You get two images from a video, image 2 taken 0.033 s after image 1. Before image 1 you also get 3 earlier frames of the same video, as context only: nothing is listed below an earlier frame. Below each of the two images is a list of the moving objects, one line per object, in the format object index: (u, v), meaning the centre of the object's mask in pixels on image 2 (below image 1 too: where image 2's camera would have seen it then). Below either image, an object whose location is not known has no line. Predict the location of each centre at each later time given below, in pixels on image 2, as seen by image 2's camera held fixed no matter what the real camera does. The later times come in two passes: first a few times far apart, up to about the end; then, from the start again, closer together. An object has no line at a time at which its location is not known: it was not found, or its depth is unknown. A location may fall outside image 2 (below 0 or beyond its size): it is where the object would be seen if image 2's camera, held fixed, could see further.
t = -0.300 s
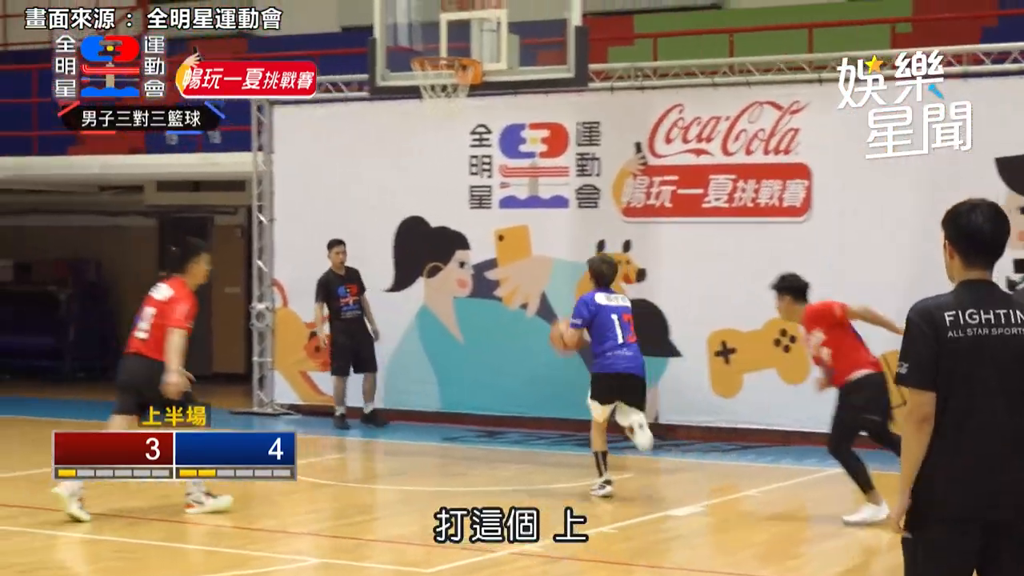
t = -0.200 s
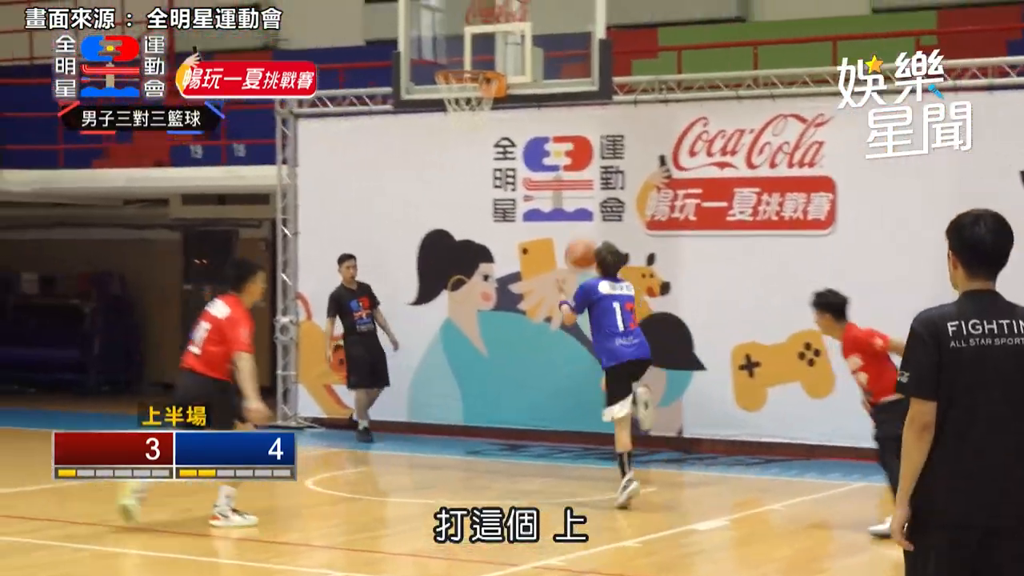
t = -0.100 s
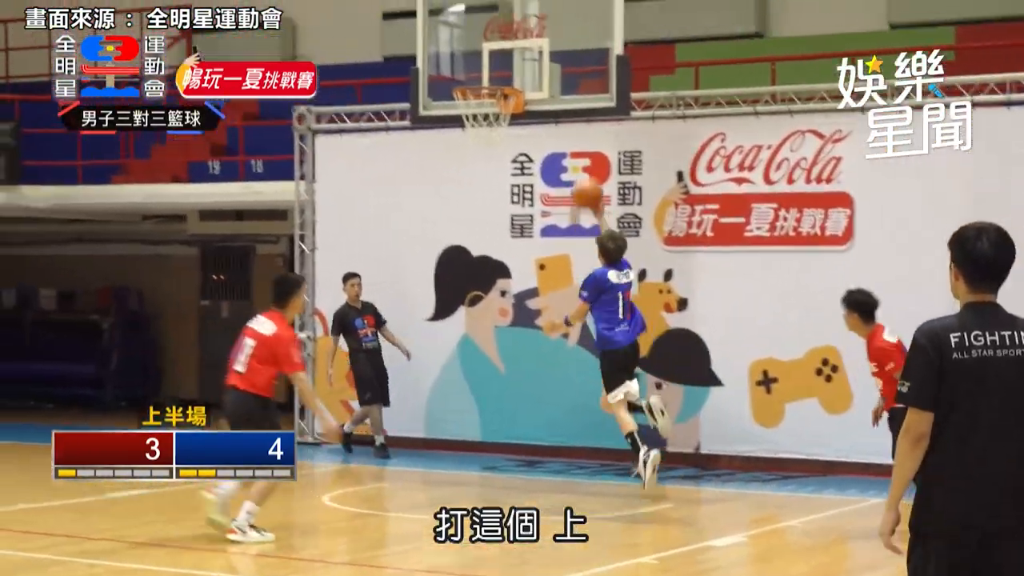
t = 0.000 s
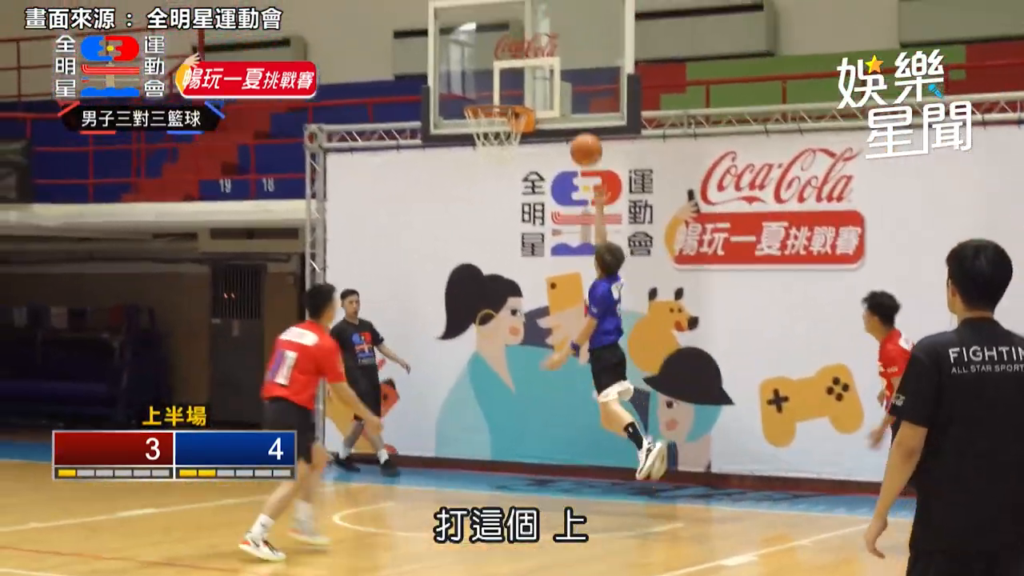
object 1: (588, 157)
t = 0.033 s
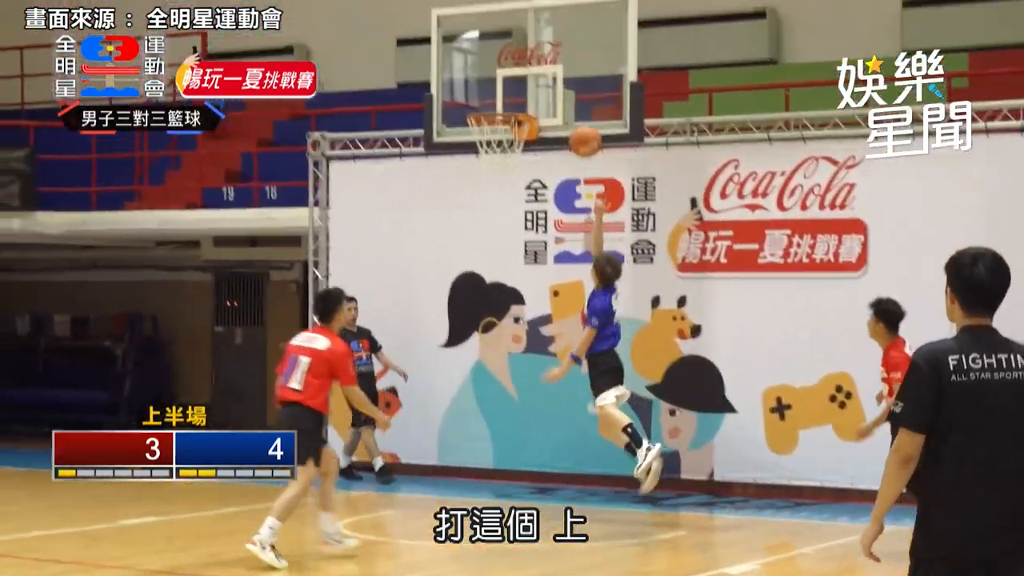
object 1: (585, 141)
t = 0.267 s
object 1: (559, 64)
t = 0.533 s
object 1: (519, 51)
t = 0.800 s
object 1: (486, 98)
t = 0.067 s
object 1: (581, 125)
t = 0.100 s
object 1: (578, 111)
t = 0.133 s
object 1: (574, 99)
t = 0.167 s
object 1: (570, 89)
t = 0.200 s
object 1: (566, 79)
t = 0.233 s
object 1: (563, 71)
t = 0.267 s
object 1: (559, 64)
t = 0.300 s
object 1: (555, 59)
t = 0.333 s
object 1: (552, 56)
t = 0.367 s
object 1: (548, 53)
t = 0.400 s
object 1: (542, 49)
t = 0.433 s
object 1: (536, 48)
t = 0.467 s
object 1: (530, 46)
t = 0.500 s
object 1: (525, 49)
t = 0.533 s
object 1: (519, 51)
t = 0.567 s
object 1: (513, 54)
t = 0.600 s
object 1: (509, 59)
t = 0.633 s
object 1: (503, 67)
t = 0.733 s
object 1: (486, 96)
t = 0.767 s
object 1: (483, 102)
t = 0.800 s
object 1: (486, 98)
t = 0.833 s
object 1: (490, 93)
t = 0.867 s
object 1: (494, 89)
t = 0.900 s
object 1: (497, 86)
